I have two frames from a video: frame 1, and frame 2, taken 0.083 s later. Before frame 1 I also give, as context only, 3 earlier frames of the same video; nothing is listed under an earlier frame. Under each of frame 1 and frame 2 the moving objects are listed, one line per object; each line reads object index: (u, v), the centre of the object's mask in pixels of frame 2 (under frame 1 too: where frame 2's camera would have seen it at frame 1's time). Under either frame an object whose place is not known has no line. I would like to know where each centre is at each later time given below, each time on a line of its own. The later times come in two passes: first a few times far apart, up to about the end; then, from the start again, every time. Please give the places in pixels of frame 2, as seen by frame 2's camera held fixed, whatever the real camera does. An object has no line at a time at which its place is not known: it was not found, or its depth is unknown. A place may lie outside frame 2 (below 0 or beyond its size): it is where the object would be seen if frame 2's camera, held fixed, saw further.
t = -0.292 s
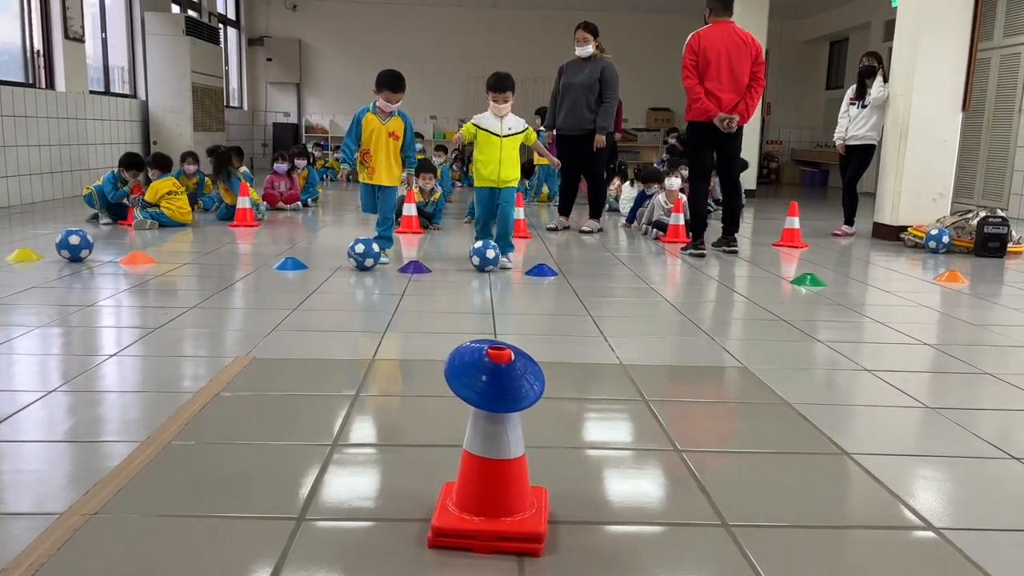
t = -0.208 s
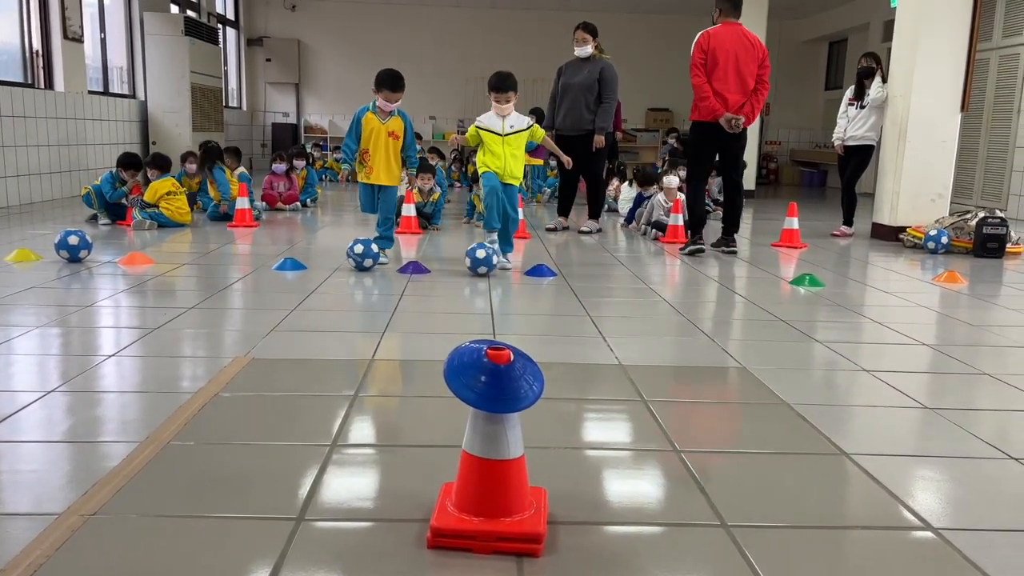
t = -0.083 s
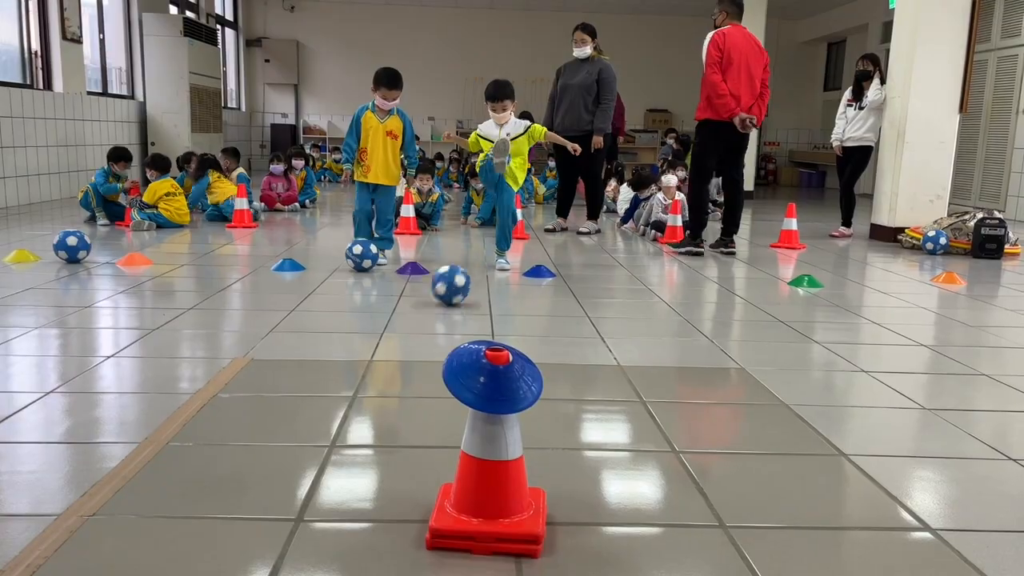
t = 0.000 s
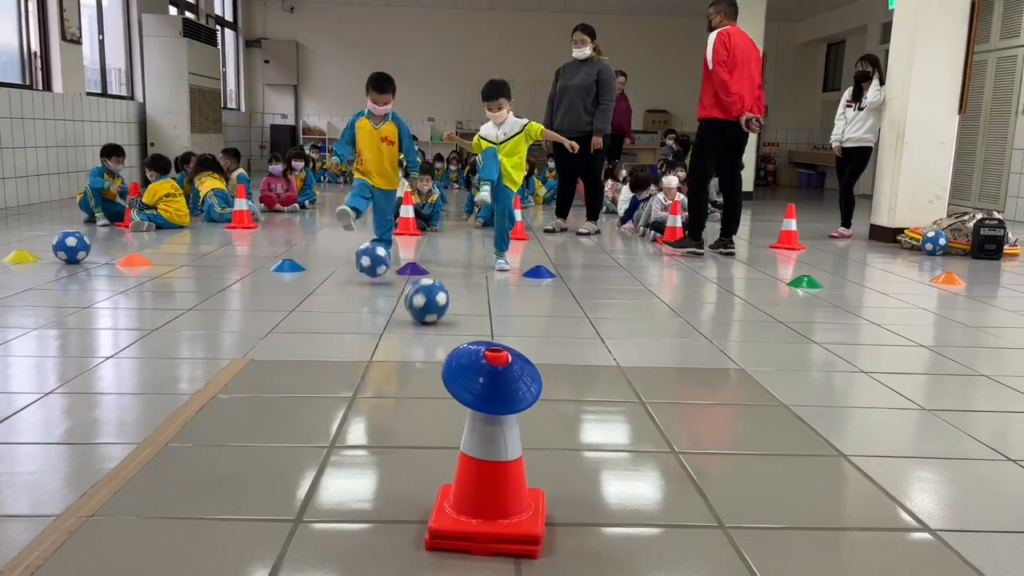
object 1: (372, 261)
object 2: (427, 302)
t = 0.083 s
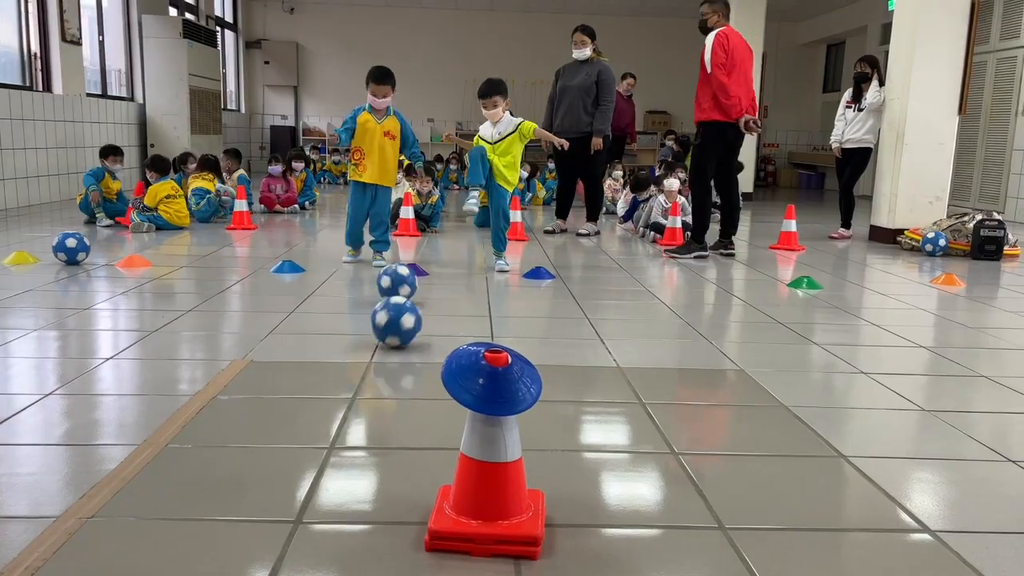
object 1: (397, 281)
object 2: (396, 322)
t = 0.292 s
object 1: (476, 324)
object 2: (286, 398)
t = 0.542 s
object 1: (652, 413)
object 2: (18, 557)
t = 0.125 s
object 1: (410, 291)
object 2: (379, 333)
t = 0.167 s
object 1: (423, 298)
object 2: (360, 345)
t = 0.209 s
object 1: (441, 309)
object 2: (336, 362)
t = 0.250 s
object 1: (457, 318)
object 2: (312, 378)
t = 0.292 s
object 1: (476, 324)
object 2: (286, 398)
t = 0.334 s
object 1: (497, 330)
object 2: (256, 418)
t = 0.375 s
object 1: (528, 343)
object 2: (215, 448)
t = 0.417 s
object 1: (552, 359)
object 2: (173, 479)
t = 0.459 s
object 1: (577, 378)
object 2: (124, 513)
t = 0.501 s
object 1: (610, 394)
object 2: (71, 537)
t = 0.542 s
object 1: (652, 413)
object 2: (18, 557)
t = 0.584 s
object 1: (695, 435)
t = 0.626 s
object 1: (743, 456)
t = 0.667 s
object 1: (798, 482)
